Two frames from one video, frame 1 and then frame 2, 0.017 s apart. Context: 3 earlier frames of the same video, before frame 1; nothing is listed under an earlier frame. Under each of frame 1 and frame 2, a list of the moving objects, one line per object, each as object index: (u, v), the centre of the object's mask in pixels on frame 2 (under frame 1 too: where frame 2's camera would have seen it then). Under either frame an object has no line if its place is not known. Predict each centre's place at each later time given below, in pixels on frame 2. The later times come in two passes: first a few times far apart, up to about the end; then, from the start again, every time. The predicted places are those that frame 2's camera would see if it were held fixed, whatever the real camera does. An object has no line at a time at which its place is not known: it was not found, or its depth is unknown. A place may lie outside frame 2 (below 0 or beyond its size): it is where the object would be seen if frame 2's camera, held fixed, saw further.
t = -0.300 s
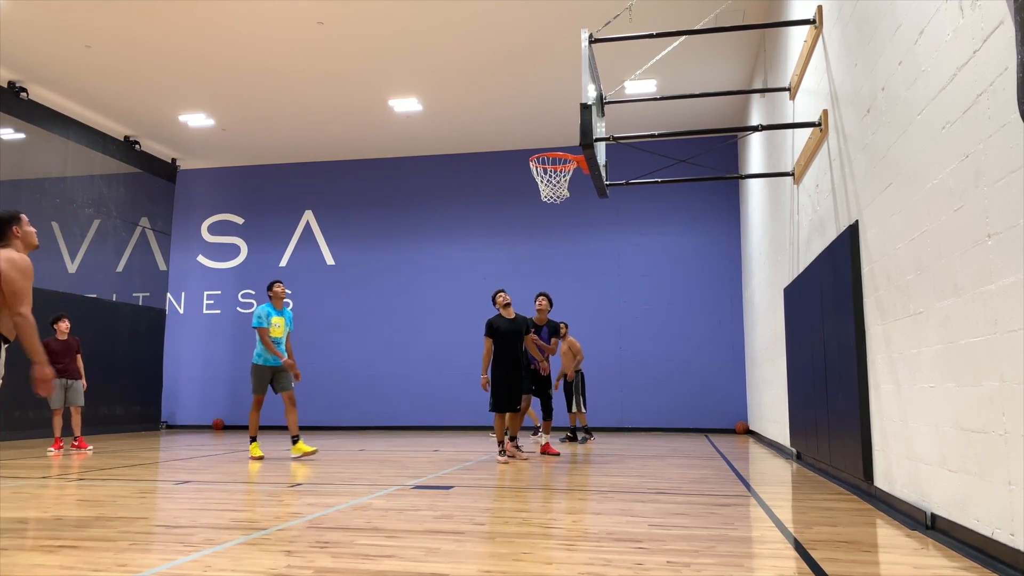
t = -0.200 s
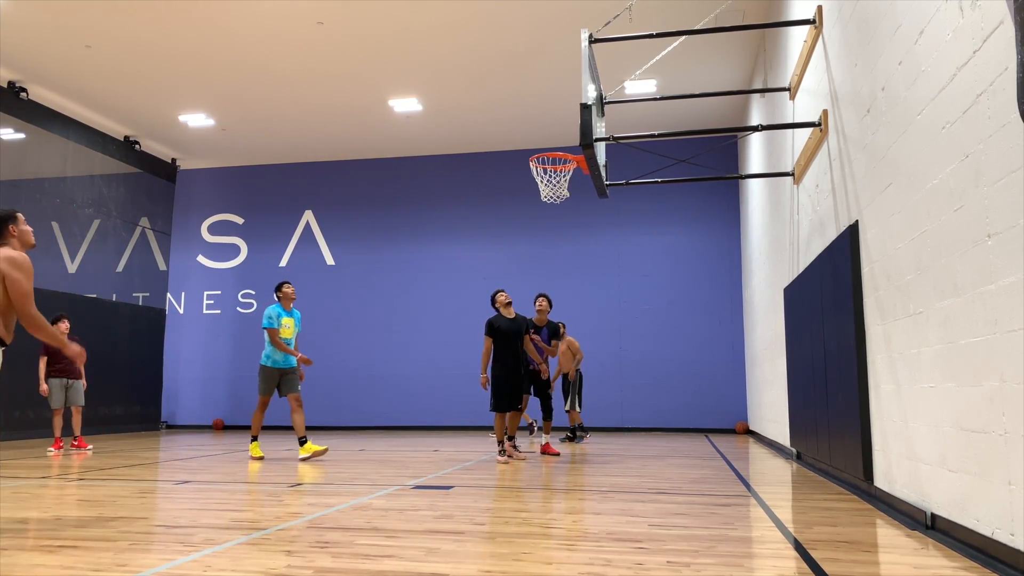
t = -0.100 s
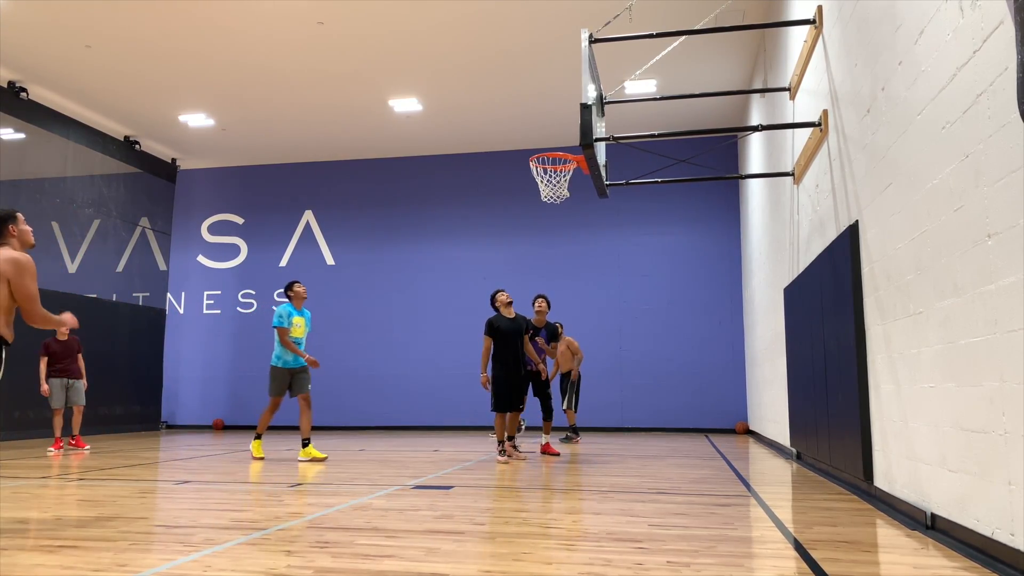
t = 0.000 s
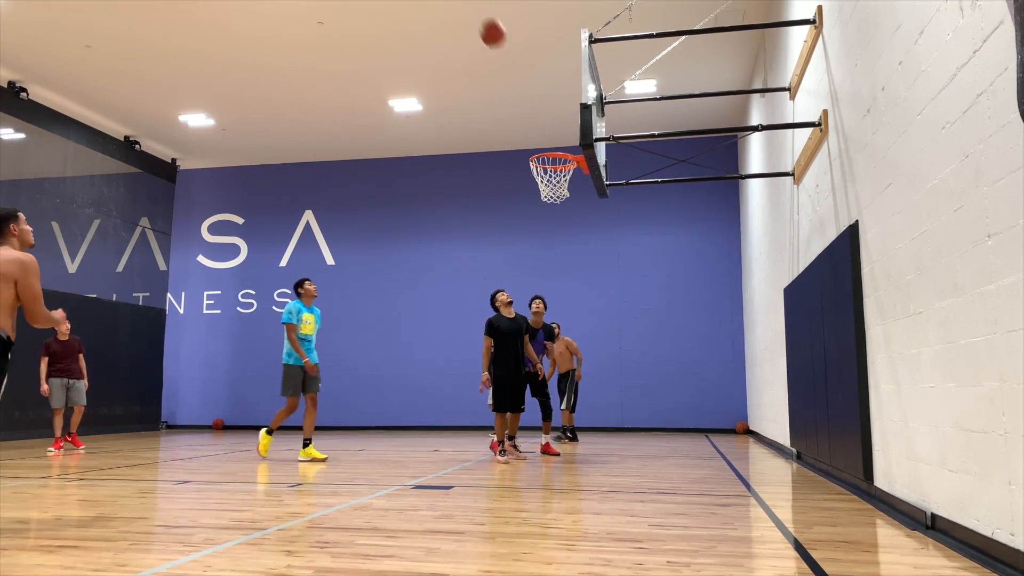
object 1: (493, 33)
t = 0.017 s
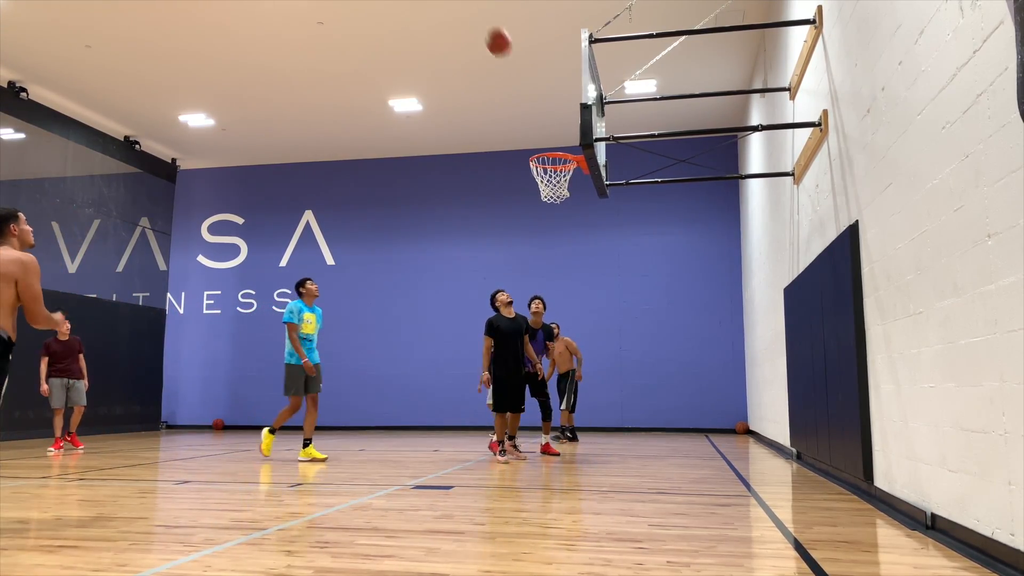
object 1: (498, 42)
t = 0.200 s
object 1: (556, 143)
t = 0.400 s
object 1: (606, 272)
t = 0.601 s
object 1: (650, 409)
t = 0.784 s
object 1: (665, 379)
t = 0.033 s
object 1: (504, 51)
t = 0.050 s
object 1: (509, 60)
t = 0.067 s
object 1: (515, 69)
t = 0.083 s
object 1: (520, 79)
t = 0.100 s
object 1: (525, 88)
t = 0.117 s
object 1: (531, 97)
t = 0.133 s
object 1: (536, 107)
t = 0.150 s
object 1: (541, 117)
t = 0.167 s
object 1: (545, 126)
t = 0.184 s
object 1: (550, 135)
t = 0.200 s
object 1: (556, 143)
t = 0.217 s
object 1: (559, 153)
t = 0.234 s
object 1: (561, 162)
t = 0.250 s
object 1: (574, 178)
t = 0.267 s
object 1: (575, 186)
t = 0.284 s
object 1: (578, 196)
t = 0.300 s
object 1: (581, 207)
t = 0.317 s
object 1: (585, 218)
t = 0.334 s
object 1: (590, 228)
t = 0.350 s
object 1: (594, 240)
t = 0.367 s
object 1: (598, 251)
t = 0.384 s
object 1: (602, 261)
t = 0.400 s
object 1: (606, 272)
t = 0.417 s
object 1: (610, 283)
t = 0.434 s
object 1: (614, 293)
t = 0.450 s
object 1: (617, 305)
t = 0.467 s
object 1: (621, 316)
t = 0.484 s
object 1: (625, 327)
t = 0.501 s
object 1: (629, 339)
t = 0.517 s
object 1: (633, 350)
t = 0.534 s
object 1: (636, 362)
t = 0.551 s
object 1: (640, 374)
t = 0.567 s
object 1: (644, 386)
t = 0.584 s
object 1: (647, 397)
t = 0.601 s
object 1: (650, 409)
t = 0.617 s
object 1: (653, 421)
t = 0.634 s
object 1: (657, 433)
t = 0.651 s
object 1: (660, 443)
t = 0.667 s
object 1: (660, 435)
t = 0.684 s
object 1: (661, 426)
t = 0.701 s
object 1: (662, 418)
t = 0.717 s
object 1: (662, 410)
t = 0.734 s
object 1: (663, 401)
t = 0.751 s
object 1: (663, 393)
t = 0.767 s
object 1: (664, 386)
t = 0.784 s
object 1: (665, 379)
